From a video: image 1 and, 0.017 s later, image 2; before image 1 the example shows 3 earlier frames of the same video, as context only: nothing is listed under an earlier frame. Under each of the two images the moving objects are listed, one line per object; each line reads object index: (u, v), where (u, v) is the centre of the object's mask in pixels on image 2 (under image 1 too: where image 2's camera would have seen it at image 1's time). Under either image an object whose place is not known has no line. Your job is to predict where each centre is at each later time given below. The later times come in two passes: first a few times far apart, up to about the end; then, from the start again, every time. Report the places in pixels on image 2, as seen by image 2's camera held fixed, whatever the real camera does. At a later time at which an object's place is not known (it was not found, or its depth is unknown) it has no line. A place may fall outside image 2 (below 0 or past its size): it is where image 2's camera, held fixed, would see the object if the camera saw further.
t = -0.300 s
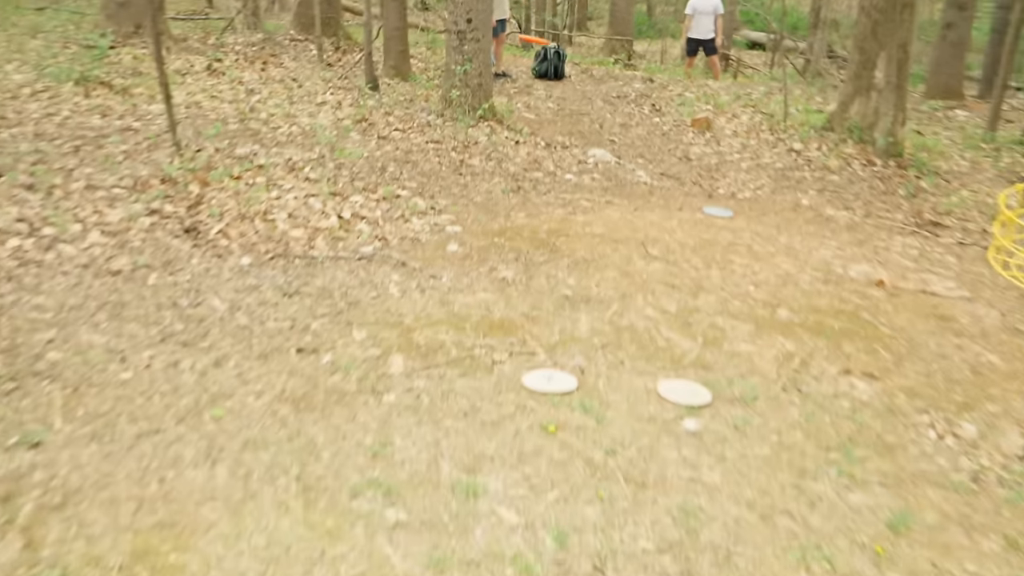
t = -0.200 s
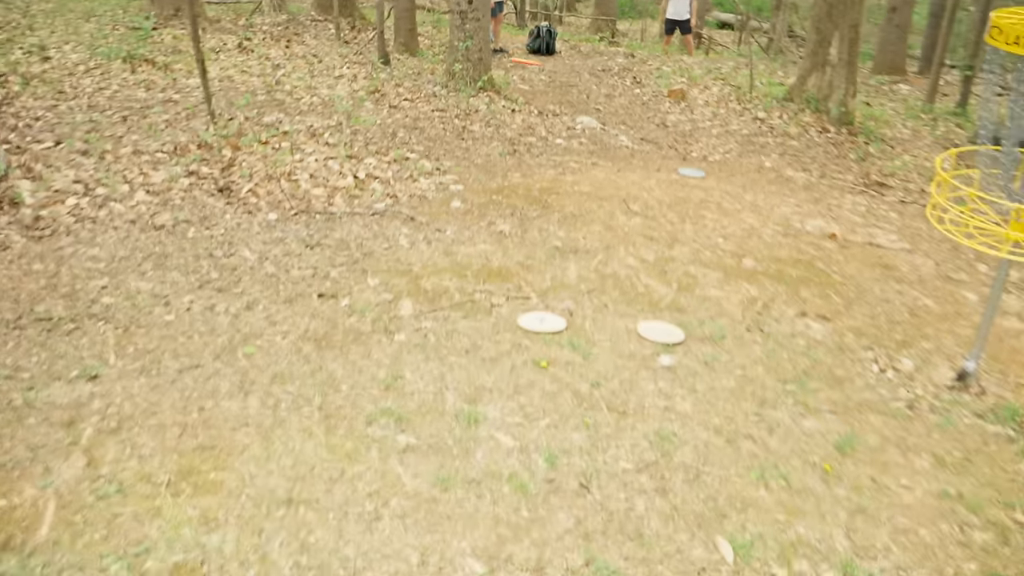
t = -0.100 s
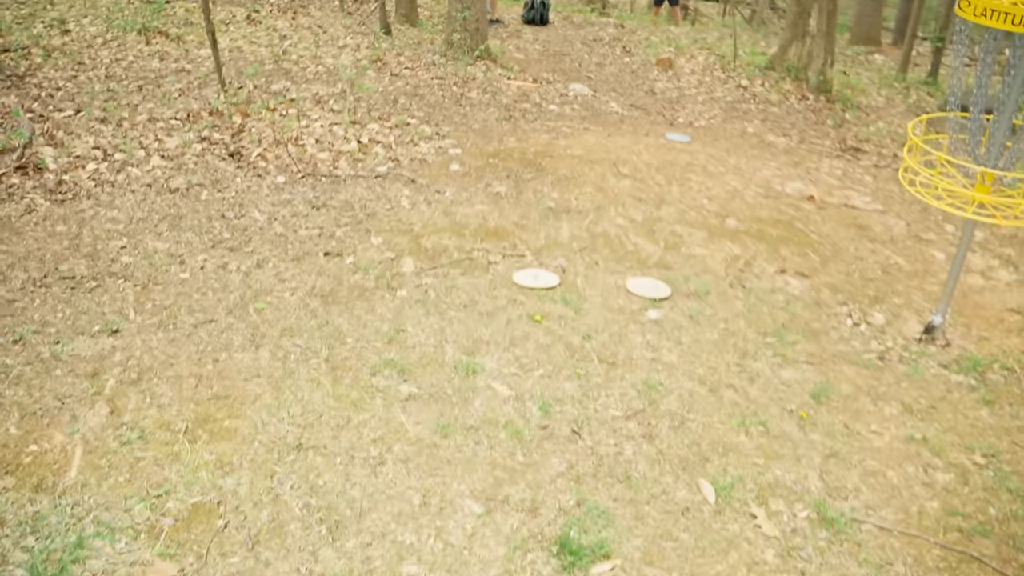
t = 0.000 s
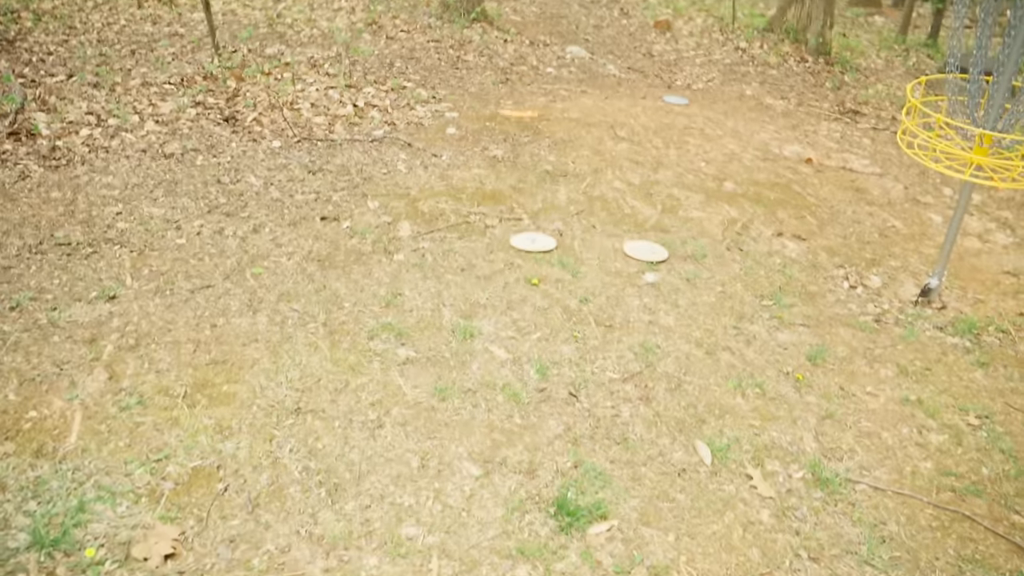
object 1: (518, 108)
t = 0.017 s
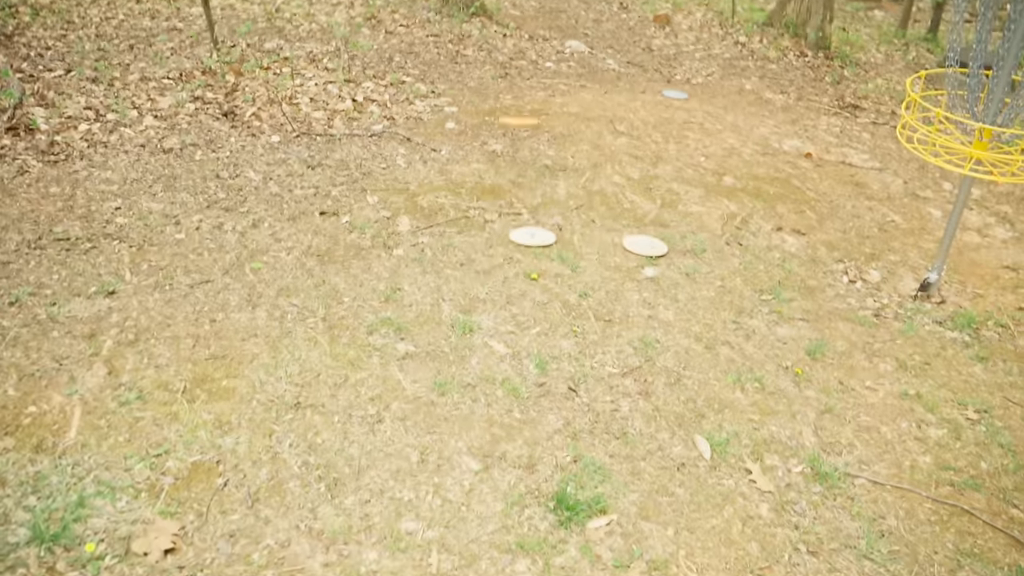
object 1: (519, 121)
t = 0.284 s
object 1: (492, 224)
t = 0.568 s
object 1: (476, 230)
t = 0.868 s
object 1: (477, 229)
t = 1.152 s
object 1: (477, 229)
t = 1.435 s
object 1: (476, 230)
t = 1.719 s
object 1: (476, 230)
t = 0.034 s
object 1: (519, 134)
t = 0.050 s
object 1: (519, 147)
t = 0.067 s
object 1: (520, 162)
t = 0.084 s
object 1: (523, 177)
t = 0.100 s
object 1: (522, 194)
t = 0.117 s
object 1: (523, 212)
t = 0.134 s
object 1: (520, 219)
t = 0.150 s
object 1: (513, 219)
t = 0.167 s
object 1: (509, 221)
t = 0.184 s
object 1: (510, 220)
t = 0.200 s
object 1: (509, 220)
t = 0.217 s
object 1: (506, 220)
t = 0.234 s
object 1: (502, 221)
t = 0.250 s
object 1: (499, 221)
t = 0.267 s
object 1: (495, 223)
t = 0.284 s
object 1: (492, 224)
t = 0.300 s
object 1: (490, 226)
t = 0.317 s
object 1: (487, 226)
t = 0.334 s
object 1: (484, 227)
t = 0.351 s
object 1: (483, 227)
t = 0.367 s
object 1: (482, 227)
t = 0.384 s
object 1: (481, 228)
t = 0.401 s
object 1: (480, 228)
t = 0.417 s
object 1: (479, 228)
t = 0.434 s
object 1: (478, 229)
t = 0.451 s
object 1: (476, 229)
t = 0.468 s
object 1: (476, 230)
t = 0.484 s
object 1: (476, 230)
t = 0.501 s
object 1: (476, 230)
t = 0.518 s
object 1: (476, 230)
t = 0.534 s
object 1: (476, 230)
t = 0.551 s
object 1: (476, 230)
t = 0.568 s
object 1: (476, 230)
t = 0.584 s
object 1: (476, 230)
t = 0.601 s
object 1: (476, 229)
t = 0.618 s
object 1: (476, 230)
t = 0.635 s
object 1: (476, 229)
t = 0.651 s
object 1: (477, 229)
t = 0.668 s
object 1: (477, 229)
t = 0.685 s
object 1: (476, 229)
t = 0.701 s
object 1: (477, 229)
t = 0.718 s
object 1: (477, 229)
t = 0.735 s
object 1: (477, 229)
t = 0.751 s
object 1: (476, 229)
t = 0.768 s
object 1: (477, 229)
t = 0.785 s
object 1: (476, 229)
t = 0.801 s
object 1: (477, 229)
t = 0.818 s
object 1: (477, 229)
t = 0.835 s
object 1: (477, 229)
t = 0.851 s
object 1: (477, 229)
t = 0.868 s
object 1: (477, 229)
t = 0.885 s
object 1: (477, 229)
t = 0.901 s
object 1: (477, 229)
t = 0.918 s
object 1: (477, 229)
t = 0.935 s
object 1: (477, 229)
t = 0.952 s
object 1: (477, 229)
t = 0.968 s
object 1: (477, 229)
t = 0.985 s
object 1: (477, 229)
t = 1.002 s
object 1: (477, 229)
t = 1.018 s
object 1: (477, 229)
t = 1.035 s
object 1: (477, 229)
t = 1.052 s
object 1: (477, 229)
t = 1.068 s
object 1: (477, 229)
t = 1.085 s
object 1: (477, 229)
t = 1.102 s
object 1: (476, 229)
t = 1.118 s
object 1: (477, 229)
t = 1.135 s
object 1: (477, 229)
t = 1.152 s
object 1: (477, 229)
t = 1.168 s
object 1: (477, 229)
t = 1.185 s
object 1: (477, 229)
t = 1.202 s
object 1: (476, 229)
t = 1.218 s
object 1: (477, 229)
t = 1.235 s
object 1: (477, 229)
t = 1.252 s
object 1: (477, 229)
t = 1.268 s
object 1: (477, 229)
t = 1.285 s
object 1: (477, 229)
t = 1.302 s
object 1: (477, 229)
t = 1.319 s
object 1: (477, 229)
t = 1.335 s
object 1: (476, 229)
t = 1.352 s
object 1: (477, 229)
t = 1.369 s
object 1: (477, 229)
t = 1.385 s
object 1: (477, 229)
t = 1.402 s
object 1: (477, 229)
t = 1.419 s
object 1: (477, 229)
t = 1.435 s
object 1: (476, 230)
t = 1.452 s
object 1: (477, 230)
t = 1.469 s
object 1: (477, 229)
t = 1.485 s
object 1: (476, 229)
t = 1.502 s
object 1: (476, 230)
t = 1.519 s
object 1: (477, 229)
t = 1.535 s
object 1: (476, 229)
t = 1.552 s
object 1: (476, 229)
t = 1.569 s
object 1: (476, 229)
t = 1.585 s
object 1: (476, 229)
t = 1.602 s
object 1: (476, 230)
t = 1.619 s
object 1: (476, 230)
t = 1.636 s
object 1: (477, 229)
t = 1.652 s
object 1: (476, 230)
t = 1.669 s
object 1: (476, 230)
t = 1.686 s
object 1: (476, 230)
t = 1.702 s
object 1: (476, 230)
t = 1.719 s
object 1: (476, 230)
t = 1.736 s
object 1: (476, 230)
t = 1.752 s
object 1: (476, 230)
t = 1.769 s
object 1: (476, 230)
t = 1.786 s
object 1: (476, 230)
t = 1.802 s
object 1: (476, 230)
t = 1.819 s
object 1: (476, 230)
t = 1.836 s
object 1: (476, 229)
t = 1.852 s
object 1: (476, 230)
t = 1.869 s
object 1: (476, 230)
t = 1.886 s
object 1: (476, 230)
